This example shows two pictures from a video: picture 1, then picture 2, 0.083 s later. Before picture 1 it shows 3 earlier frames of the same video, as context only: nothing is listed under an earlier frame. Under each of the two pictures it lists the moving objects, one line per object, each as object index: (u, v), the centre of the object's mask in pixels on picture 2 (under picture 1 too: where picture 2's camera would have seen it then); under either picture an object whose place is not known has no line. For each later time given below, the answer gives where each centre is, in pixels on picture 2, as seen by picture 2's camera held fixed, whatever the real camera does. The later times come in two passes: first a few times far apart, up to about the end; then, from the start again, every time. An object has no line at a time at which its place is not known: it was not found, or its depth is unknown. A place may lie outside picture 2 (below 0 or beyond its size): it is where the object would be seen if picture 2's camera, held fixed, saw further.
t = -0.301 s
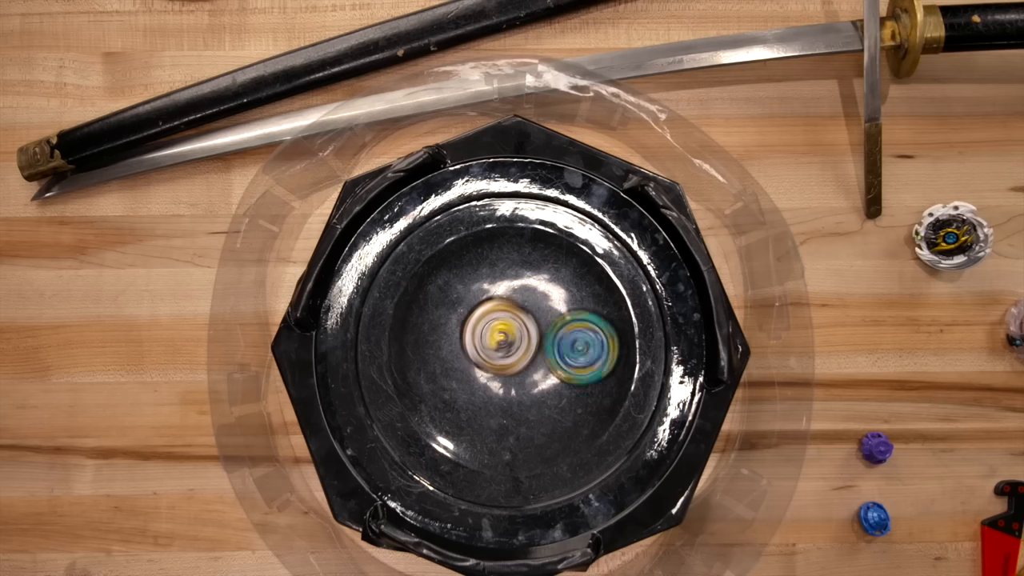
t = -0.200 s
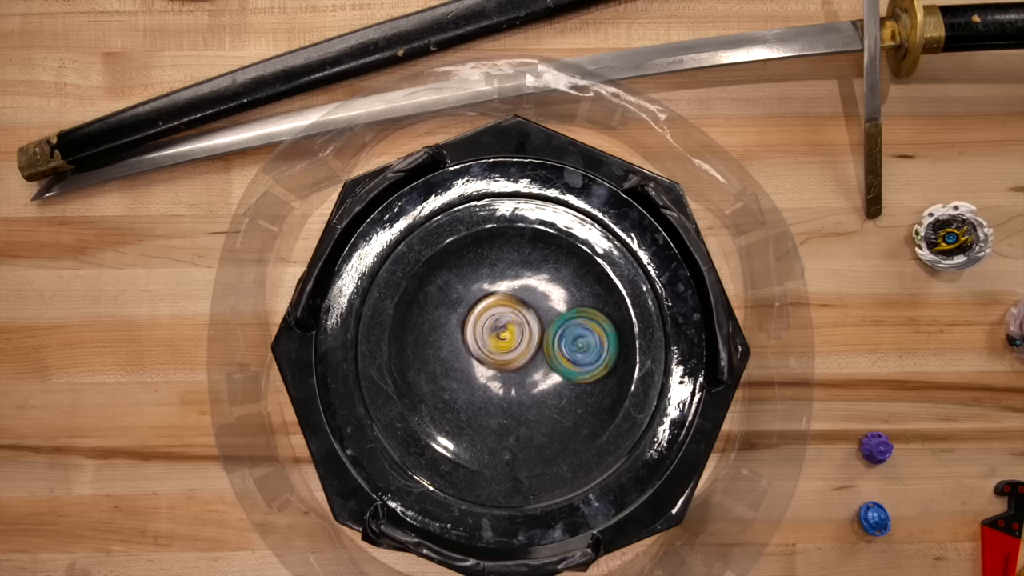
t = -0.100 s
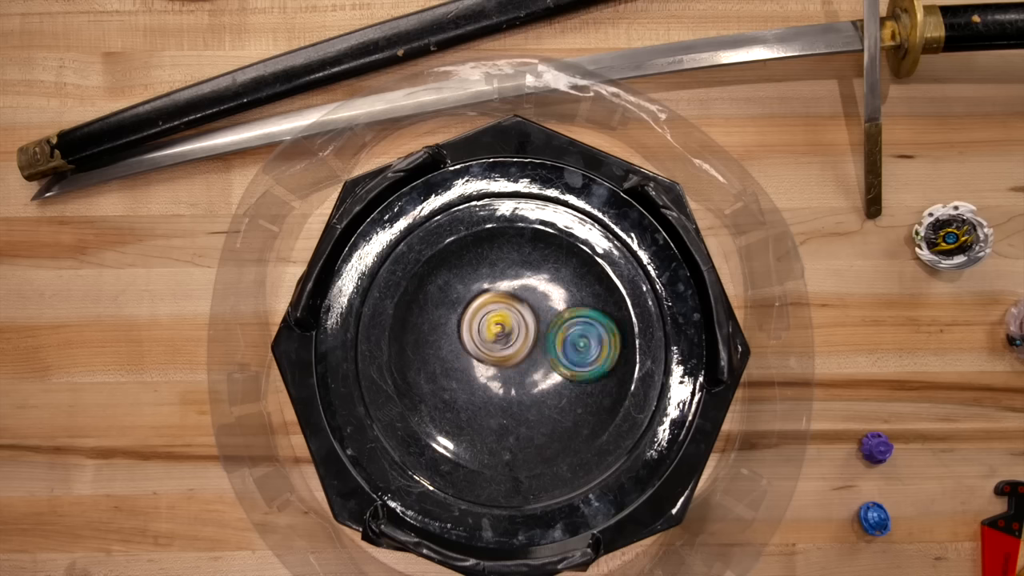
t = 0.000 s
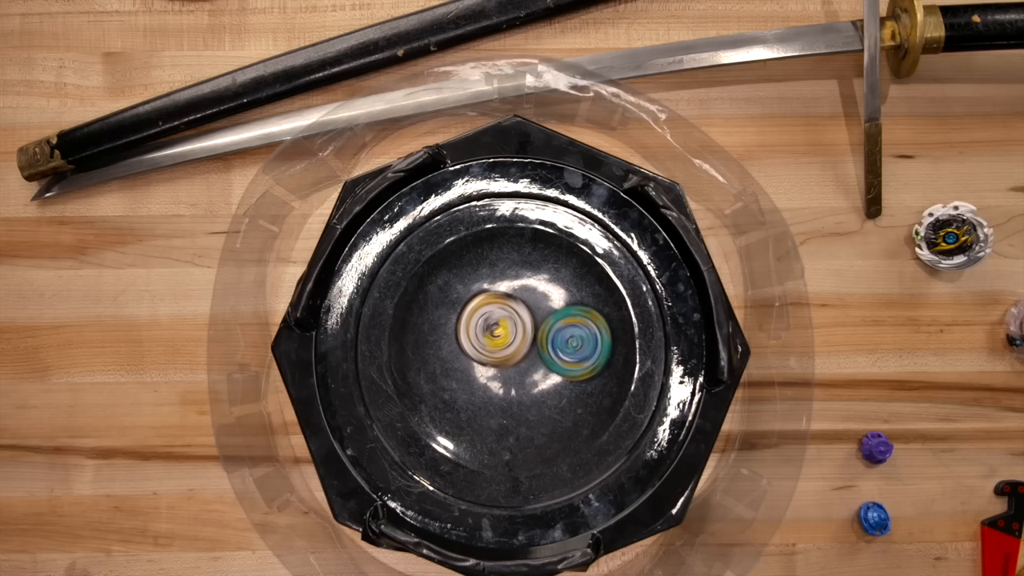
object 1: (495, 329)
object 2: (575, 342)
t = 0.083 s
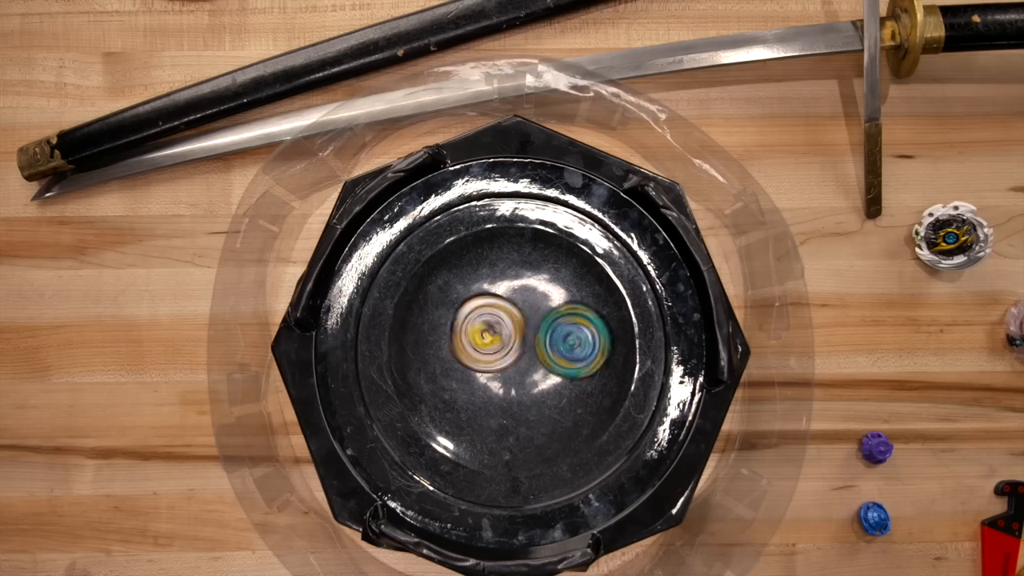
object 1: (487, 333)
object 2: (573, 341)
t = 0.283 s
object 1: (478, 353)
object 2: (560, 334)
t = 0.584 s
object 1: (483, 380)
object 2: (547, 308)
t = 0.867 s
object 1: (504, 391)
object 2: (531, 294)
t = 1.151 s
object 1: (523, 382)
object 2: (517, 296)
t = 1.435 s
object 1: (534, 371)
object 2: (492, 302)
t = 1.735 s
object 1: (550, 385)
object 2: (470, 283)
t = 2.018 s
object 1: (549, 370)
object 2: (478, 328)
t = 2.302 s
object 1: (551, 347)
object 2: (465, 351)
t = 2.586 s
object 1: (576, 326)
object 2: (467, 360)
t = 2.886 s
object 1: (590, 316)
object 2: (487, 369)
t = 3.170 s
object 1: (576, 308)
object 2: (473, 357)
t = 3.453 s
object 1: (551, 296)
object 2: (502, 358)
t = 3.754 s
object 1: (546, 294)
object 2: (526, 371)
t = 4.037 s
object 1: (518, 297)
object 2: (524, 383)
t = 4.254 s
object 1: (497, 291)
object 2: (511, 370)
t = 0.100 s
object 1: (487, 334)
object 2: (573, 342)
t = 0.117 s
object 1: (486, 335)
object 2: (571, 340)
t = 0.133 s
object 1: (486, 337)
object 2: (569, 341)
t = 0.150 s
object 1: (485, 339)
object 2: (568, 341)
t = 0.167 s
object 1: (486, 340)
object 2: (566, 340)
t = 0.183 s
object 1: (483, 342)
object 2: (564, 339)
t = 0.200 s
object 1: (482, 344)
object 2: (564, 338)
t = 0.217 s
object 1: (481, 345)
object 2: (564, 337)
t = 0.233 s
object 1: (480, 348)
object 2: (563, 336)
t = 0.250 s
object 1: (478, 349)
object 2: (562, 335)
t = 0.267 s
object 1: (478, 351)
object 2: (560, 334)
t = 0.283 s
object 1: (478, 353)
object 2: (560, 334)
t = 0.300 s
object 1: (478, 355)
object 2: (558, 332)
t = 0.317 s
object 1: (477, 357)
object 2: (556, 332)
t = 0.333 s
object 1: (478, 358)
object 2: (555, 332)
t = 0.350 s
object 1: (479, 360)
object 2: (552, 330)
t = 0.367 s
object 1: (478, 362)
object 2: (551, 329)
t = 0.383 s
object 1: (476, 365)
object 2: (551, 325)
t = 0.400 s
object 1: (476, 367)
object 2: (552, 322)
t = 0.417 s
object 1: (475, 368)
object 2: (552, 320)
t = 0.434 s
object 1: (475, 369)
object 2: (551, 319)
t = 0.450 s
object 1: (476, 371)
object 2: (552, 317)
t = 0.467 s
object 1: (475, 374)
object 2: (552, 315)
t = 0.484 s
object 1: (475, 375)
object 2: (551, 312)
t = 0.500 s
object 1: (476, 376)
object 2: (551, 311)
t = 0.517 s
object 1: (477, 377)
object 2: (550, 311)
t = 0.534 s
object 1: (478, 379)
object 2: (550, 309)
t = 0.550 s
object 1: (479, 380)
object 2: (549, 309)
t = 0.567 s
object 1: (480, 380)
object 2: (549, 308)
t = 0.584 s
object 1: (483, 380)
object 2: (547, 308)
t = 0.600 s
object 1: (484, 381)
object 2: (547, 309)
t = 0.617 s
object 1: (485, 381)
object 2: (546, 308)
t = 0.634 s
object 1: (487, 380)
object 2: (544, 308)
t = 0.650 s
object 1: (490, 380)
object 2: (544, 309)
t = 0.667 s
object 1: (491, 381)
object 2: (542, 309)
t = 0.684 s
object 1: (492, 380)
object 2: (540, 310)
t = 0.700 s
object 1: (494, 379)
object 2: (537, 311)
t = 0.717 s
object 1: (496, 379)
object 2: (535, 311)
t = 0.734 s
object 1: (496, 381)
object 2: (534, 308)
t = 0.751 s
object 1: (495, 383)
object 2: (532, 306)
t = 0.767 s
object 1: (496, 384)
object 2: (533, 305)
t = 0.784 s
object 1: (497, 386)
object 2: (533, 303)
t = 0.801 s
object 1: (497, 387)
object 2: (532, 300)
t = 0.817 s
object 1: (499, 388)
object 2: (531, 298)
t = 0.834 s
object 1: (501, 389)
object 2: (531, 296)
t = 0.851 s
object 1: (502, 390)
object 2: (532, 295)
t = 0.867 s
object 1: (504, 391)
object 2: (531, 294)
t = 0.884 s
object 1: (505, 390)
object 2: (531, 293)
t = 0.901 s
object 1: (506, 389)
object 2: (530, 293)
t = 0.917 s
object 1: (508, 389)
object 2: (531, 293)
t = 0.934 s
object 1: (510, 388)
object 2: (530, 292)
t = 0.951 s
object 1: (511, 387)
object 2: (529, 293)
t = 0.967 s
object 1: (512, 386)
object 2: (529, 294)
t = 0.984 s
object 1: (513, 384)
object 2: (529, 294)
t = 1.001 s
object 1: (515, 382)
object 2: (527, 296)
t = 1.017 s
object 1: (516, 381)
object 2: (527, 296)
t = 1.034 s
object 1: (517, 379)
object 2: (525, 299)
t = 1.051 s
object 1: (518, 379)
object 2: (525, 299)
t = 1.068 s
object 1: (519, 378)
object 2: (523, 300)
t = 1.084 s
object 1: (520, 379)
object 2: (522, 299)
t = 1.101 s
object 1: (520, 380)
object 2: (521, 298)
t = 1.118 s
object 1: (520, 381)
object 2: (520, 298)
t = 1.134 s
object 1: (522, 381)
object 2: (519, 297)
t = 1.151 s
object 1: (523, 382)
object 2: (517, 296)
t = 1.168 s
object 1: (524, 382)
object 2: (517, 296)
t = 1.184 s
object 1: (525, 382)
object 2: (516, 297)
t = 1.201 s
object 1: (527, 382)
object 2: (514, 297)
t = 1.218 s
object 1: (528, 381)
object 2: (513, 298)
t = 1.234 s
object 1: (528, 380)
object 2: (511, 298)
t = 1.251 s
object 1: (529, 379)
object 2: (510, 299)
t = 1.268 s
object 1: (530, 377)
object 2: (509, 300)
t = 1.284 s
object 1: (531, 376)
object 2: (506, 301)
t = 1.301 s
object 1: (531, 376)
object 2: (505, 301)
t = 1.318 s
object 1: (531, 376)
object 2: (504, 300)
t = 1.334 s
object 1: (531, 375)
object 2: (501, 300)
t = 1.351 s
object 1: (532, 374)
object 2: (499, 300)
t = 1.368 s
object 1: (533, 374)
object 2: (498, 301)
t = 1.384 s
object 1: (533, 374)
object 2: (497, 302)
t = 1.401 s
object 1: (533, 373)
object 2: (496, 302)
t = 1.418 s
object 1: (532, 371)
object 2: (495, 302)
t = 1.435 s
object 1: (534, 371)
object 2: (492, 302)
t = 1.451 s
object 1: (536, 376)
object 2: (488, 298)
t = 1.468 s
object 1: (538, 378)
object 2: (485, 296)
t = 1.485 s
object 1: (541, 381)
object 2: (481, 294)
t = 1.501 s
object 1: (542, 383)
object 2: (479, 292)
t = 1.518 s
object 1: (543, 385)
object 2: (477, 290)
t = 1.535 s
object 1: (543, 385)
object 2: (475, 288)
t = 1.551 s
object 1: (544, 385)
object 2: (473, 286)
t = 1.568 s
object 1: (545, 385)
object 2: (471, 284)
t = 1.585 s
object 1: (547, 386)
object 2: (469, 283)
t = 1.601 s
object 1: (548, 387)
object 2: (468, 282)
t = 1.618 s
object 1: (548, 388)
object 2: (468, 280)
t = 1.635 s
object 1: (549, 388)
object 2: (467, 280)
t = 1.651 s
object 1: (550, 388)
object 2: (467, 279)
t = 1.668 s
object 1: (551, 388)
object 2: (466, 279)
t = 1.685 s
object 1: (550, 389)
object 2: (467, 280)
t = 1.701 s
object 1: (550, 387)
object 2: (468, 280)
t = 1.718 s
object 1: (550, 386)
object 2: (469, 281)
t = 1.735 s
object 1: (550, 385)
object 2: (470, 283)
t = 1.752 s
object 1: (549, 384)
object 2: (472, 285)
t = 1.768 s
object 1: (549, 383)
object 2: (473, 287)
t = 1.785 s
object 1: (548, 382)
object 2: (474, 290)
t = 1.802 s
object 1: (546, 380)
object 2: (476, 294)
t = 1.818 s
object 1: (546, 378)
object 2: (477, 297)
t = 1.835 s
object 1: (544, 377)
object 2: (479, 300)
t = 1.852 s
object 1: (544, 375)
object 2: (481, 303)
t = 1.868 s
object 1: (543, 374)
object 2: (482, 307)
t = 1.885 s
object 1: (542, 372)
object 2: (484, 310)
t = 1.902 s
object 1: (541, 371)
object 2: (485, 313)
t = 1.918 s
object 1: (541, 370)
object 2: (485, 315)
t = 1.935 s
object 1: (543, 371)
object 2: (483, 316)
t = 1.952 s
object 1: (544, 372)
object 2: (482, 318)
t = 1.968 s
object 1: (545, 372)
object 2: (482, 320)
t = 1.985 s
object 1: (546, 371)
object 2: (481, 323)
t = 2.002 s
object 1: (546, 370)
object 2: (481, 327)
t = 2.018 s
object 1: (549, 370)
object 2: (478, 328)
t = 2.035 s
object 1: (550, 369)
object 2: (475, 331)
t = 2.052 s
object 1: (551, 369)
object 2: (474, 333)
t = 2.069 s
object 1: (552, 368)
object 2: (472, 333)
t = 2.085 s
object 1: (553, 367)
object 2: (471, 335)
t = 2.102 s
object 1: (554, 365)
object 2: (469, 337)
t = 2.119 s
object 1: (555, 364)
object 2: (468, 339)
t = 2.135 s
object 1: (555, 363)
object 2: (467, 340)
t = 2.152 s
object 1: (556, 361)
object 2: (465, 342)
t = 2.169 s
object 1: (556, 359)
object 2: (464, 344)
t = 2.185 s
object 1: (555, 358)
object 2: (464, 345)
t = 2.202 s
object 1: (555, 356)
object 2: (463, 346)
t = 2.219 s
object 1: (555, 354)
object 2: (462, 347)
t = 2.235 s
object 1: (554, 353)
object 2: (463, 349)
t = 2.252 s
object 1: (553, 351)
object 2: (463, 348)
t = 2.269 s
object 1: (552, 349)
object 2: (463, 350)
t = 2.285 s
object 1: (552, 348)
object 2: (464, 351)
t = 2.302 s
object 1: (551, 347)
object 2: (465, 351)
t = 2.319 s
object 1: (549, 346)
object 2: (465, 353)
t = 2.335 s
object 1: (548, 344)
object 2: (467, 353)
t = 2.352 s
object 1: (547, 342)
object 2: (468, 354)
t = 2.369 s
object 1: (546, 341)
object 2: (470, 355)
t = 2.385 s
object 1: (546, 340)
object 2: (472, 356)
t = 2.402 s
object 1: (551, 339)
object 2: (469, 357)
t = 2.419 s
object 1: (555, 338)
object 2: (466, 358)
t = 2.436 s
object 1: (559, 337)
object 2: (465, 359)
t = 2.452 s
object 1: (561, 335)
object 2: (465, 359)
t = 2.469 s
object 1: (565, 334)
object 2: (464, 358)
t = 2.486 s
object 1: (568, 333)
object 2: (464, 359)
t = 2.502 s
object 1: (569, 331)
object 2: (464, 359)
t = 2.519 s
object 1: (571, 329)
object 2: (464, 360)
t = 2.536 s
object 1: (573, 328)
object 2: (465, 360)
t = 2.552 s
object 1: (574, 327)
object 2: (466, 359)
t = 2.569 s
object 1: (575, 326)
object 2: (466, 359)
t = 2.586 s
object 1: (576, 326)
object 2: (467, 360)
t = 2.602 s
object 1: (576, 325)
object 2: (469, 359)
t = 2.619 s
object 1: (577, 324)
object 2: (471, 358)
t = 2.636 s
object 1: (577, 324)
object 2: (472, 358)
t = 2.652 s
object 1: (577, 324)
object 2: (475, 358)
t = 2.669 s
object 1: (577, 322)
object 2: (478, 358)
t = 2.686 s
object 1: (578, 322)
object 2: (481, 357)
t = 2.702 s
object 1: (577, 323)
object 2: (483, 358)
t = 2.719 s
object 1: (577, 322)
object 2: (486, 357)
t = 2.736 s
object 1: (576, 323)
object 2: (489, 357)
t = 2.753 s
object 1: (575, 323)
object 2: (492, 358)
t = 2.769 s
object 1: (574, 322)
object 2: (495, 358)
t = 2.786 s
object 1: (573, 322)
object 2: (497, 358)
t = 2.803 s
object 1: (572, 321)
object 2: (500, 357)
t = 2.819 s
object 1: (571, 322)
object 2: (503, 358)
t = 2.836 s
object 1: (575, 320)
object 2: (501, 360)
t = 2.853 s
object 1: (581, 318)
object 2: (496, 365)
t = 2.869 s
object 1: (587, 317)
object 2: (493, 367)
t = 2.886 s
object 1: (590, 316)
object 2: (487, 369)
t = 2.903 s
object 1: (592, 316)
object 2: (485, 371)
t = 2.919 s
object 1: (593, 315)
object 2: (483, 372)
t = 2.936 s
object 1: (594, 313)
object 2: (481, 373)
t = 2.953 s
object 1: (594, 312)
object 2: (479, 373)
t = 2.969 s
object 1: (594, 311)
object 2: (476, 373)
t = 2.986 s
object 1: (594, 310)
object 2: (474, 374)
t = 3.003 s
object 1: (594, 310)
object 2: (472, 373)
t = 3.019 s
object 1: (593, 308)
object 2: (470, 372)
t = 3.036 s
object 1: (593, 307)
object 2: (468, 371)
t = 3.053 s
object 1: (593, 307)
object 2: (468, 370)
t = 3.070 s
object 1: (592, 307)
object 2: (467, 368)
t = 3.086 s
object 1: (591, 307)
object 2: (466, 367)
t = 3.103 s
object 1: (588, 307)
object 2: (468, 365)
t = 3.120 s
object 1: (587, 308)
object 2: (468, 363)
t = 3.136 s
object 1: (584, 308)
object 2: (469, 361)
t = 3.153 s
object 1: (581, 309)
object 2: (470, 359)
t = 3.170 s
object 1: (576, 308)
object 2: (473, 357)
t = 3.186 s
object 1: (574, 307)
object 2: (474, 355)
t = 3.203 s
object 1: (571, 307)
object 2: (476, 353)
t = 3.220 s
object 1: (569, 307)
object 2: (479, 351)
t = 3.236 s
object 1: (565, 307)
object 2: (481, 349)
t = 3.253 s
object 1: (561, 306)
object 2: (484, 348)
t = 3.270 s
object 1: (558, 307)
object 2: (486, 347)
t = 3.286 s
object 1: (555, 307)
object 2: (489, 346)
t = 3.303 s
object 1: (552, 308)
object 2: (490, 345)
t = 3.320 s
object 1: (550, 306)
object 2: (491, 346)
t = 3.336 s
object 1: (550, 305)
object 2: (492, 345)
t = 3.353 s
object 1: (549, 305)
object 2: (493, 346)
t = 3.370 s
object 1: (550, 303)
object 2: (495, 348)
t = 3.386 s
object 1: (551, 301)
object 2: (496, 350)
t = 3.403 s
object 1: (551, 299)
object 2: (497, 352)
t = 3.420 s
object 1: (551, 297)
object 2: (498, 355)
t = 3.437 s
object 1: (551, 297)
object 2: (500, 357)
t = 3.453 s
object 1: (551, 296)
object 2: (502, 358)
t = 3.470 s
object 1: (550, 294)
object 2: (503, 358)
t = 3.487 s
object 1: (550, 293)
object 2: (504, 359)
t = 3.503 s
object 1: (550, 293)
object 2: (505, 360)
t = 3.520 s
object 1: (549, 292)
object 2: (506, 362)
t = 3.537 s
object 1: (549, 291)
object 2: (509, 364)
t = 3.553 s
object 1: (549, 290)
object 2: (510, 365)
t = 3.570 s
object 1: (549, 288)
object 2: (512, 366)
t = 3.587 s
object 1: (549, 288)
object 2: (513, 366)
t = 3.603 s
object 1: (550, 287)
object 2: (514, 367)
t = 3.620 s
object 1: (550, 287)
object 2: (515, 368)
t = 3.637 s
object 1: (551, 287)
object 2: (517, 369)
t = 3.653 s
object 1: (551, 288)
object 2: (519, 370)
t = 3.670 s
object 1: (551, 289)
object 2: (520, 370)
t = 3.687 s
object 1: (551, 291)
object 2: (521, 370)
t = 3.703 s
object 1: (549, 292)
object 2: (522, 370)
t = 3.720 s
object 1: (547, 293)
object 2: (523, 370)
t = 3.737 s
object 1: (546, 294)
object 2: (525, 371)
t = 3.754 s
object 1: (546, 294)
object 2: (526, 371)
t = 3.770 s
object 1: (544, 295)
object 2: (526, 371)
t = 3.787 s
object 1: (544, 295)
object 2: (527, 373)
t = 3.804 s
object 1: (543, 294)
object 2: (528, 375)
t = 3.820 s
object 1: (543, 294)
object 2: (529, 377)
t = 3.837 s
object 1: (543, 295)
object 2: (529, 377)
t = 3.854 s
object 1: (541, 297)
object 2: (529, 377)
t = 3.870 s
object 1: (539, 298)
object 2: (529, 378)
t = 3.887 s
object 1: (536, 299)
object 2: (530, 380)
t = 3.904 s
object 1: (534, 300)
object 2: (529, 380)
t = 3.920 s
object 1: (530, 301)
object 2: (528, 380)
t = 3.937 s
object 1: (527, 301)
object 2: (528, 381)
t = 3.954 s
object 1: (525, 299)
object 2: (528, 382)
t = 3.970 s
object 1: (523, 298)
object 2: (529, 382)
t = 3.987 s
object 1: (522, 298)
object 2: (528, 381)
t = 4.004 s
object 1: (520, 298)
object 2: (527, 381)
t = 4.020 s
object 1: (519, 297)
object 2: (525, 381)
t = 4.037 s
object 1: (518, 297)
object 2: (524, 383)
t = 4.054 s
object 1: (518, 298)
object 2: (524, 382)
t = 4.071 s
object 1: (516, 298)
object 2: (524, 382)
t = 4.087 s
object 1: (514, 298)
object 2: (524, 379)
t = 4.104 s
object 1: (511, 298)
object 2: (522, 378)
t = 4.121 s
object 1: (509, 298)
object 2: (520, 376)
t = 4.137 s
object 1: (507, 298)
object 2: (518, 376)
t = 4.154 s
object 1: (504, 298)
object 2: (519, 376)
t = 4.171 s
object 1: (503, 296)
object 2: (518, 376)
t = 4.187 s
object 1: (501, 295)
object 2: (517, 374)
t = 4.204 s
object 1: (501, 294)
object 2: (515, 372)
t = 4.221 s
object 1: (500, 294)
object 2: (513, 371)
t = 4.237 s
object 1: (498, 293)
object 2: (513, 371)
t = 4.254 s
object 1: (497, 291)
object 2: (511, 370)
